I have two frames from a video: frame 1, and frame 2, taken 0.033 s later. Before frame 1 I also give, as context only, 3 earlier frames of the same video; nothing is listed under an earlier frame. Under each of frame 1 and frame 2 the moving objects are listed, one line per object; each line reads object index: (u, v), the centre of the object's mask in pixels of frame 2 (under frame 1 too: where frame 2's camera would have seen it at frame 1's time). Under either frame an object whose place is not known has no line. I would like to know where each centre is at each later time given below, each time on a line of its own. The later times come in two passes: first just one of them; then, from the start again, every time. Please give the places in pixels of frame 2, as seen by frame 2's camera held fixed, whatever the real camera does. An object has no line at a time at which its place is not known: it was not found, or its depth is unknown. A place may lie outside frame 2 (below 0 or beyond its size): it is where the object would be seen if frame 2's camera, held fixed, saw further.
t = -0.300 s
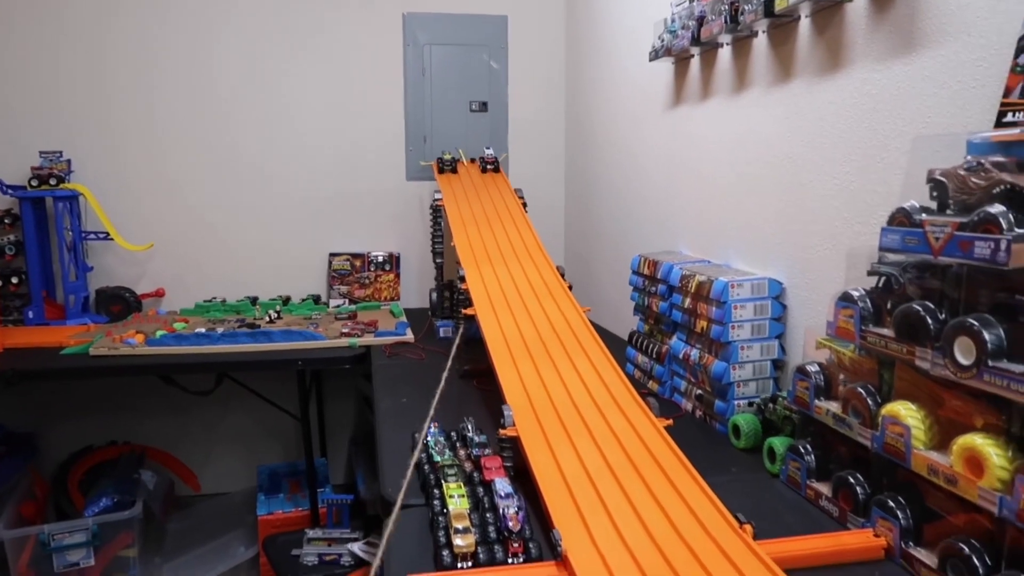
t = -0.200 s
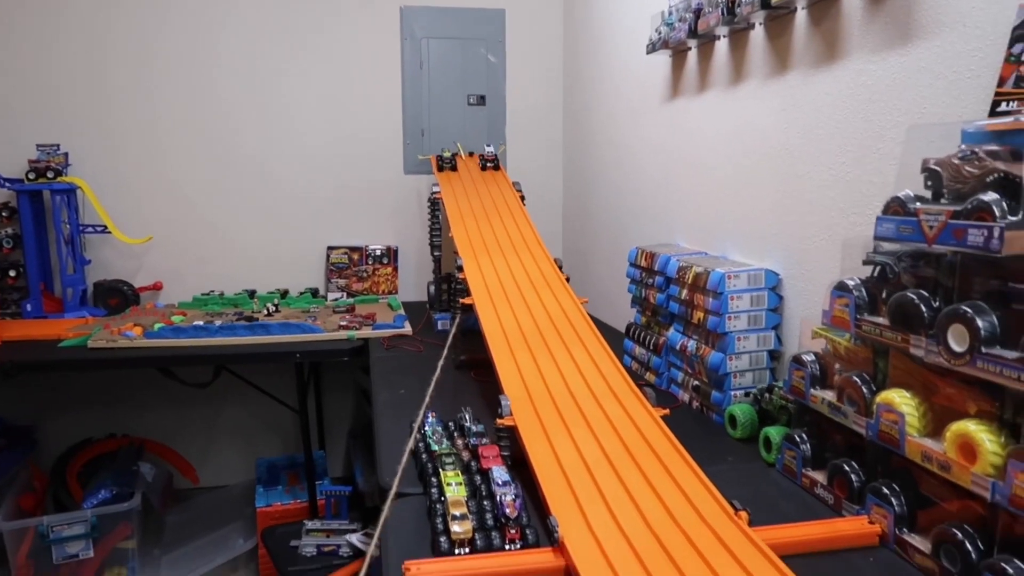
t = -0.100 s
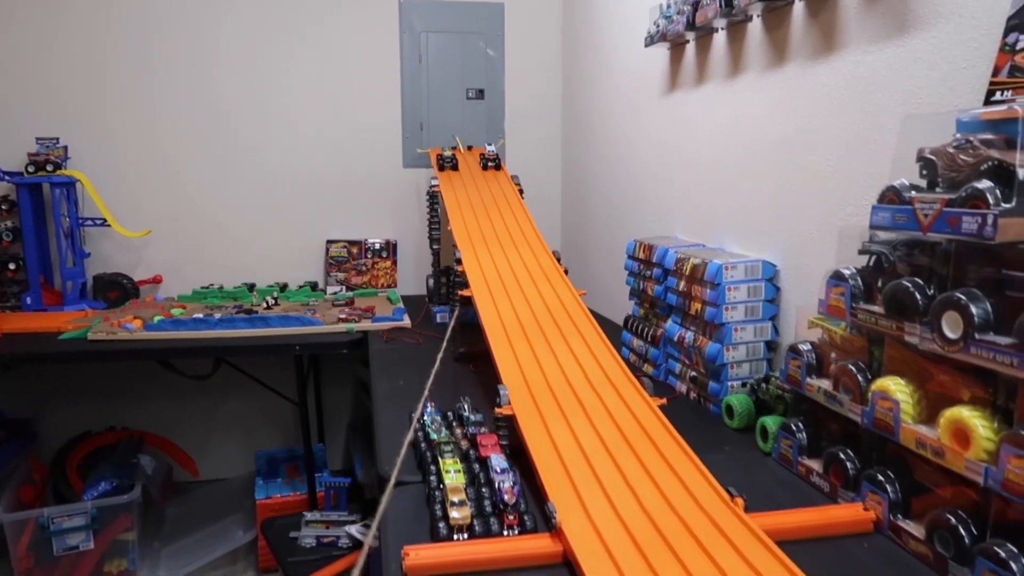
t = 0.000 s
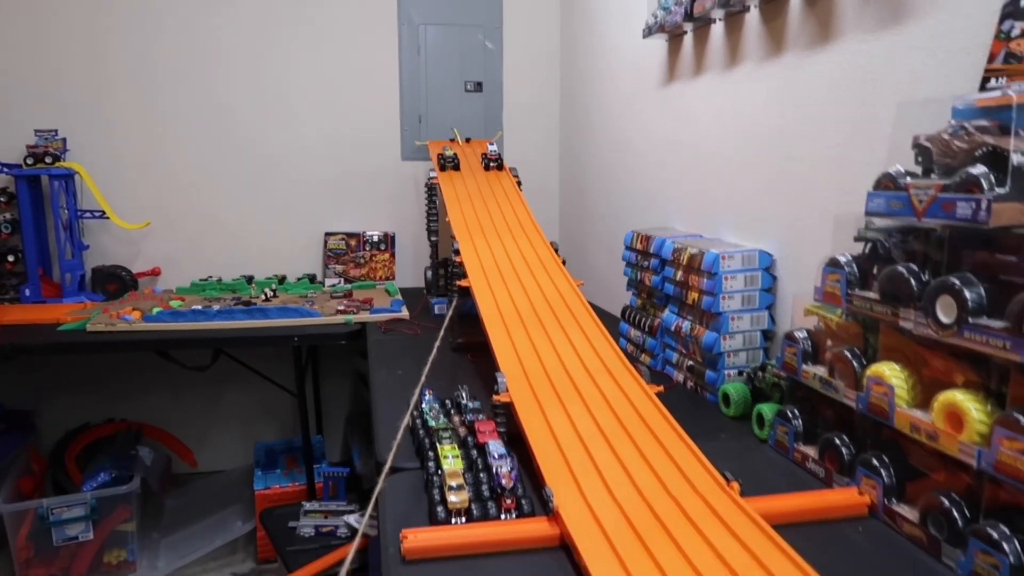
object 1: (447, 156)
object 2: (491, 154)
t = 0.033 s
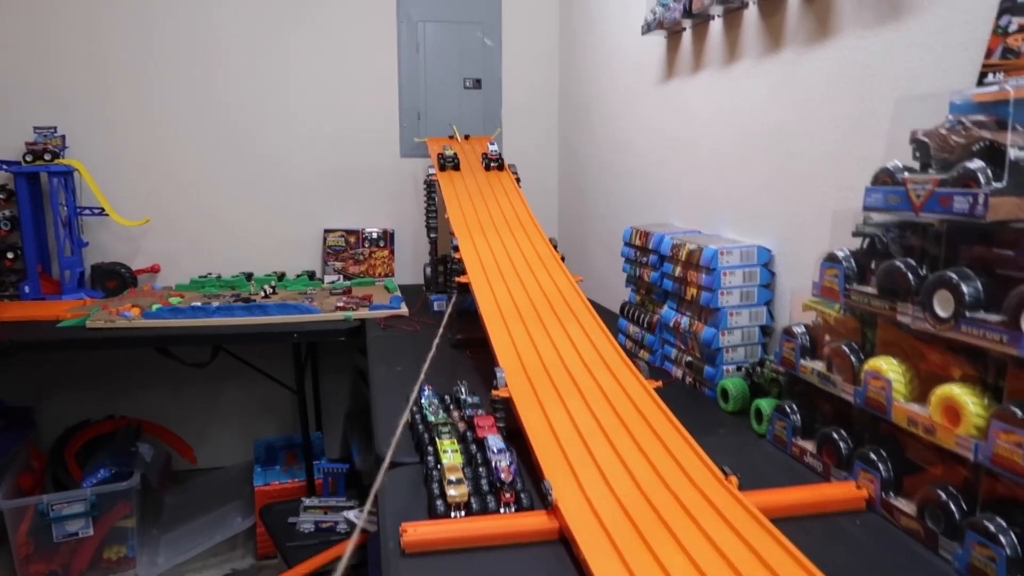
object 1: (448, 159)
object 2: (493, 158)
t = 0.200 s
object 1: (455, 179)
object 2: (503, 179)
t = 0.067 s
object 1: (449, 163)
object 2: (495, 161)
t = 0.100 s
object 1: (451, 166)
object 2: (496, 165)
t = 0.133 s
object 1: (452, 170)
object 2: (499, 169)
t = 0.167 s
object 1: (453, 175)
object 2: (501, 174)
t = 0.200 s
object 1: (455, 179)
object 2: (503, 179)
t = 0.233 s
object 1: (457, 185)
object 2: (506, 184)
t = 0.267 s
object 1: (459, 190)
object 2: (509, 190)
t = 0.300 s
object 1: (461, 197)
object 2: (512, 196)
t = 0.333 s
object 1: (463, 204)
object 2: (516, 204)
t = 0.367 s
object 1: (466, 211)
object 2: (520, 212)
